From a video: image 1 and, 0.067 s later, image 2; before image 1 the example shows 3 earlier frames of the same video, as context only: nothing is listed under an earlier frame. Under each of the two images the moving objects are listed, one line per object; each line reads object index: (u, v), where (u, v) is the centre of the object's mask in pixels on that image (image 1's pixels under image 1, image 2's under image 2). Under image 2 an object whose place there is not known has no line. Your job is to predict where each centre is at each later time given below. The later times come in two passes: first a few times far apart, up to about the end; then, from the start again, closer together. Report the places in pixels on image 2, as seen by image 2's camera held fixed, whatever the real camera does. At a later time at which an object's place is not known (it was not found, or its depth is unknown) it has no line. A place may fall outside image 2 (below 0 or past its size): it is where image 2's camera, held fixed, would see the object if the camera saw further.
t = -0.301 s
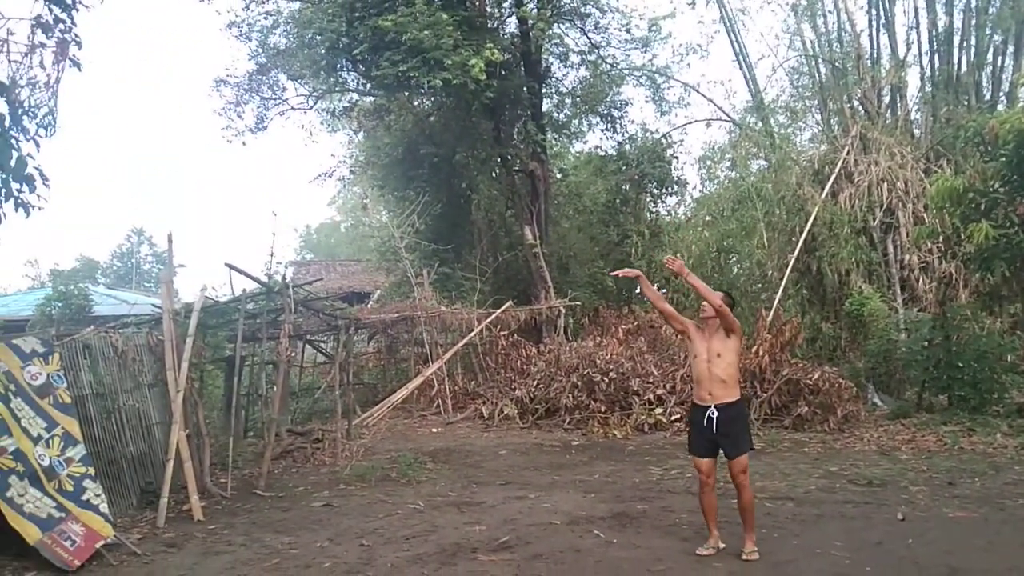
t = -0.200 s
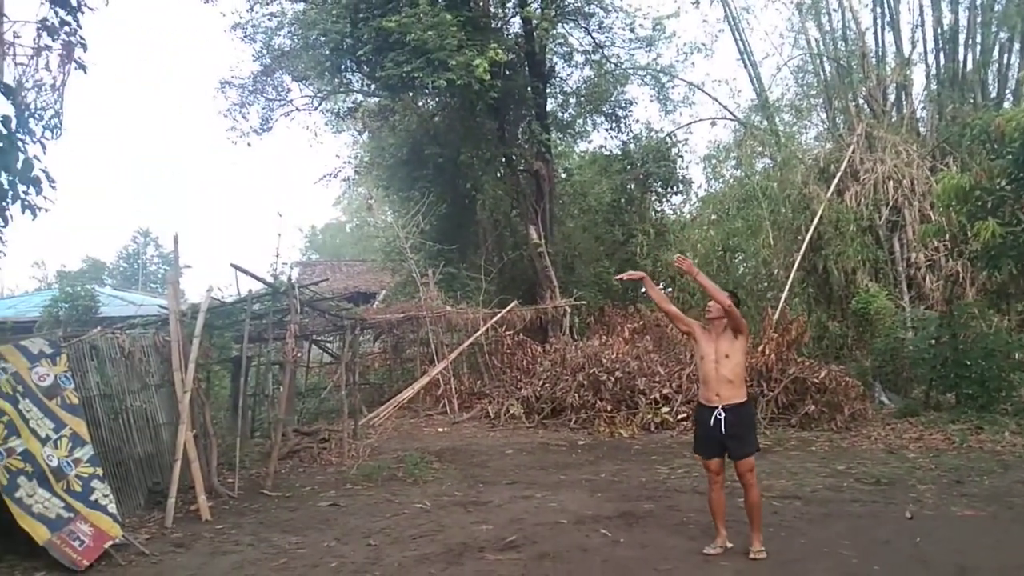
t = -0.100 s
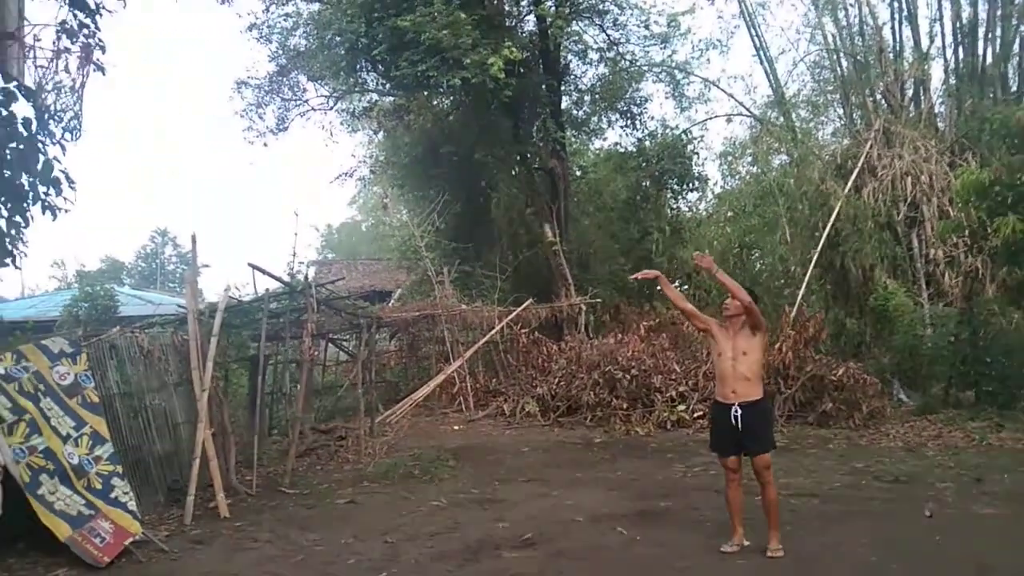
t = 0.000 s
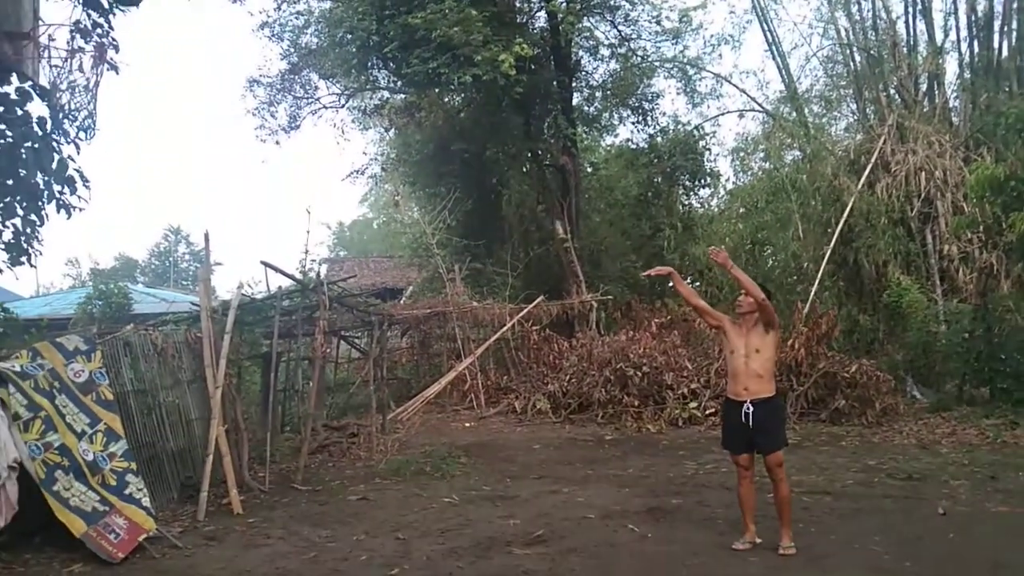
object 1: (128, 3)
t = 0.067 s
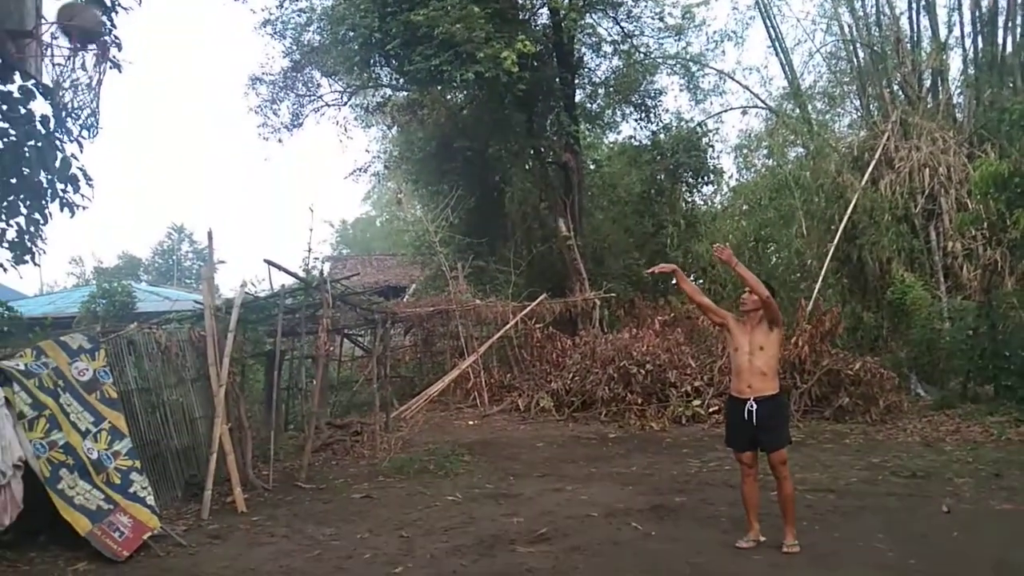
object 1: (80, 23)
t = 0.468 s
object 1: (91, 121)
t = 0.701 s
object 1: (103, 217)
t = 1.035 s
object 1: (125, 538)
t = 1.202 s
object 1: (137, 493)
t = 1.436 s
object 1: (154, 354)
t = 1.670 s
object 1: (175, 317)
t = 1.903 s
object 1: (198, 384)
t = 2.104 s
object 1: (221, 529)
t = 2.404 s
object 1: (246, 475)
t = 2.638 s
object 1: (265, 431)
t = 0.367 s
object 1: (84, 109)
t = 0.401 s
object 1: (86, 113)
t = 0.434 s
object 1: (89, 117)
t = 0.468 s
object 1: (91, 121)
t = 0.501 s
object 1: (92, 127)
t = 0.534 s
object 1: (95, 139)
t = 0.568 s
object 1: (97, 151)
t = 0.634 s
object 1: (99, 180)
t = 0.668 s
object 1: (101, 196)
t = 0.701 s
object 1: (103, 217)
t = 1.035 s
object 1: (125, 538)
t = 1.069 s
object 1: (129, 574)
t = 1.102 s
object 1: (129, 574)
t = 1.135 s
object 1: (133, 550)
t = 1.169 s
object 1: (135, 520)
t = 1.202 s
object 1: (137, 493)
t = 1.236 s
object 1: (139, 466)
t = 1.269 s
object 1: (142, 443)
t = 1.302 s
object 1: (144, 421)
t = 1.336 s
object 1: (146, 401)
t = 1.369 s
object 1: (149, 384)
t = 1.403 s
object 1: (152, 368)
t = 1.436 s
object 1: (154, 354)
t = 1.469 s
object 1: (156, 343)
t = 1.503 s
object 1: (159, 335)
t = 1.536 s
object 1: (163, 327)
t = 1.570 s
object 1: (166, 321)
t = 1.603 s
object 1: (169, 318)
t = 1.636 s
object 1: (172, 316)
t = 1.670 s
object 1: (175, 317)
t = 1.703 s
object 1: (178, 320)
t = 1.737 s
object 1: (181, 326)
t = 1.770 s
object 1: (183, 334)
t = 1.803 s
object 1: (187, 342)
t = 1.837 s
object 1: (191, 354)
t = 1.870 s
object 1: (195, 367)
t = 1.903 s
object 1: (198, 384)
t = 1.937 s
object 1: (202, 403)
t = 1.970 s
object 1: (206, 423)
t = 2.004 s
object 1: (210, 445)
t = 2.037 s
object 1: (214, 471)
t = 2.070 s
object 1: (217, 499)
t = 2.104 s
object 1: (221, 529)
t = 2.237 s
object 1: (233, 573)
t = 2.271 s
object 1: (236, 549)
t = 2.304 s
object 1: (238, 527)
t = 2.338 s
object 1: (240, 507)
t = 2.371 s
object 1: (243, 490)
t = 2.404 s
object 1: (246, 475)
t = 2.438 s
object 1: (248, 462)
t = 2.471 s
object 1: (251, 452)
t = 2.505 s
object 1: (254, 443)
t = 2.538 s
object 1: (257, 437)
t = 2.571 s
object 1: (258, 432)
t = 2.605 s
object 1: (261, 431)
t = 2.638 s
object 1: (265, 431)
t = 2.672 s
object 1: (268, 434)
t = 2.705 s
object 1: (272, 439)
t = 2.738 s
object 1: (274, 446)
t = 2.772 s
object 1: (278, 456)
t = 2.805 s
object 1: (280, 468)
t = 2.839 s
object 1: (284, 483)
